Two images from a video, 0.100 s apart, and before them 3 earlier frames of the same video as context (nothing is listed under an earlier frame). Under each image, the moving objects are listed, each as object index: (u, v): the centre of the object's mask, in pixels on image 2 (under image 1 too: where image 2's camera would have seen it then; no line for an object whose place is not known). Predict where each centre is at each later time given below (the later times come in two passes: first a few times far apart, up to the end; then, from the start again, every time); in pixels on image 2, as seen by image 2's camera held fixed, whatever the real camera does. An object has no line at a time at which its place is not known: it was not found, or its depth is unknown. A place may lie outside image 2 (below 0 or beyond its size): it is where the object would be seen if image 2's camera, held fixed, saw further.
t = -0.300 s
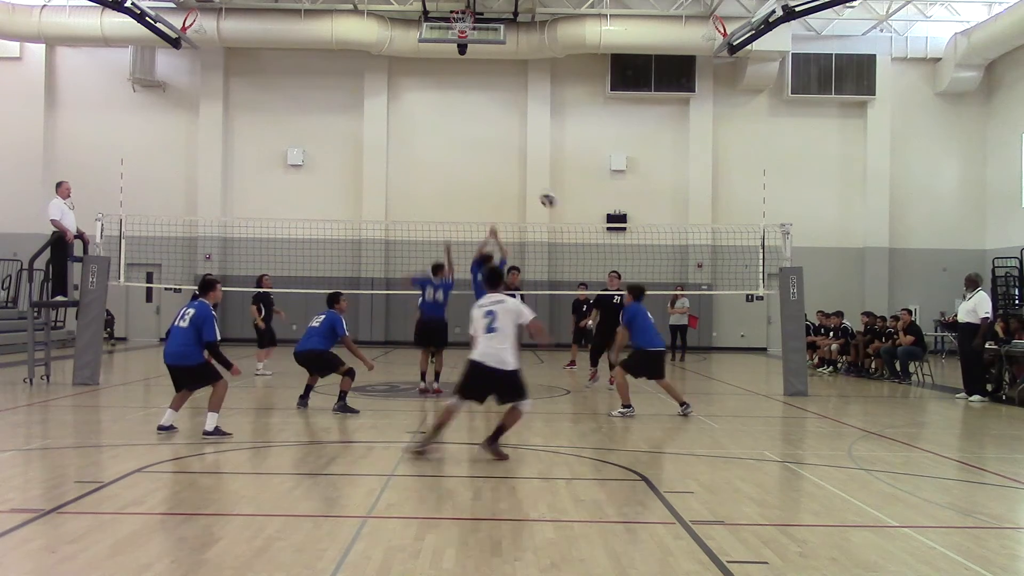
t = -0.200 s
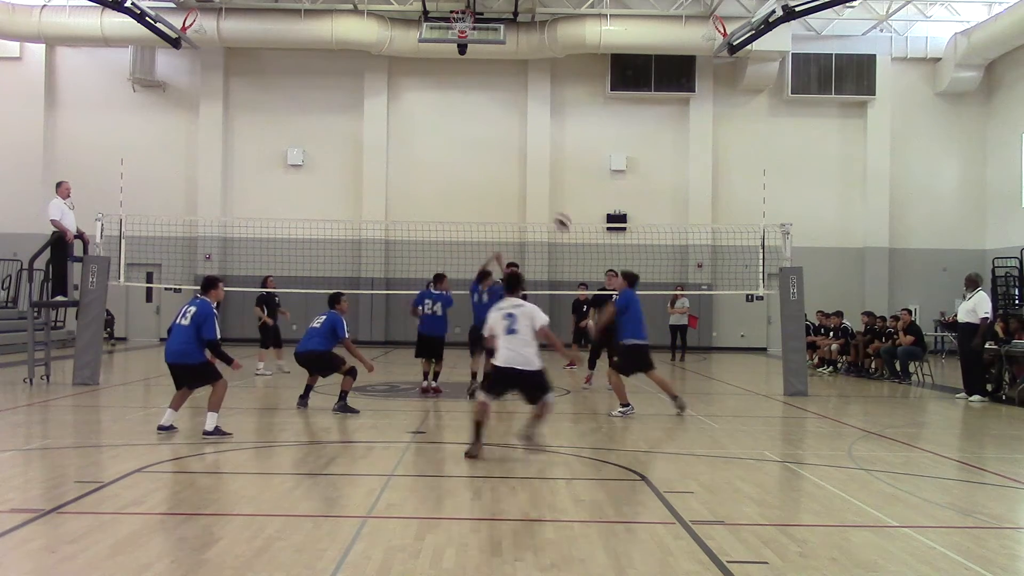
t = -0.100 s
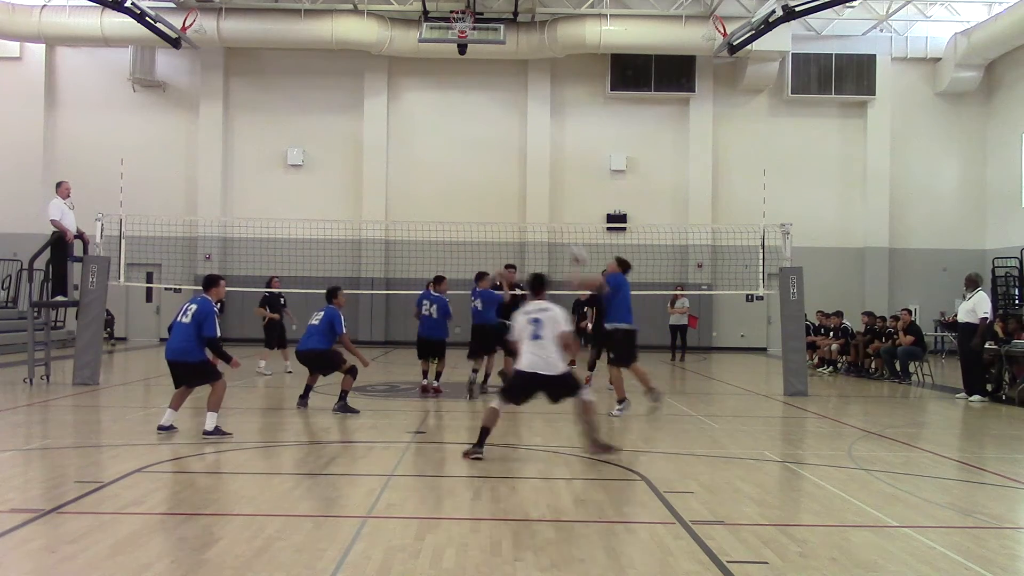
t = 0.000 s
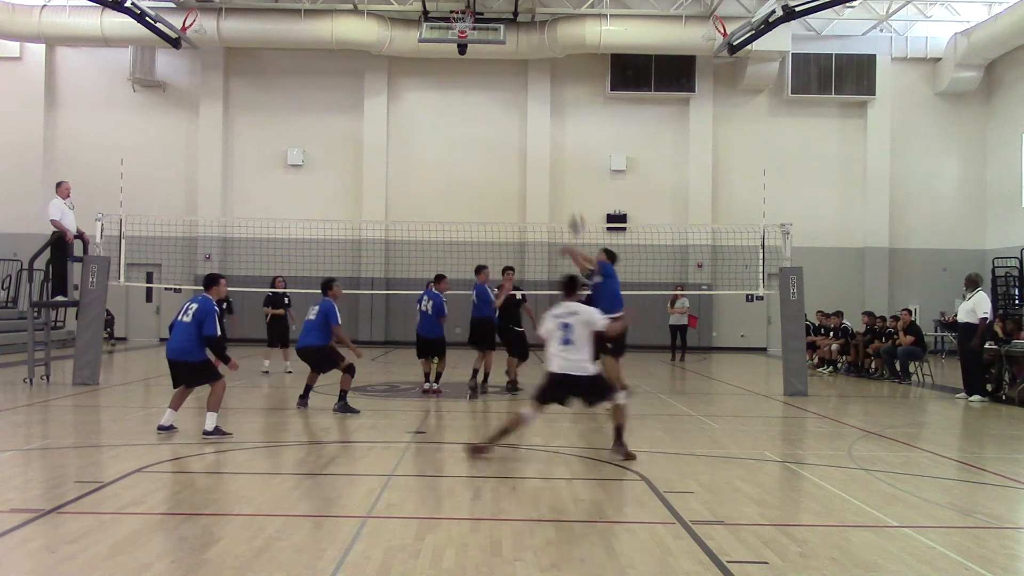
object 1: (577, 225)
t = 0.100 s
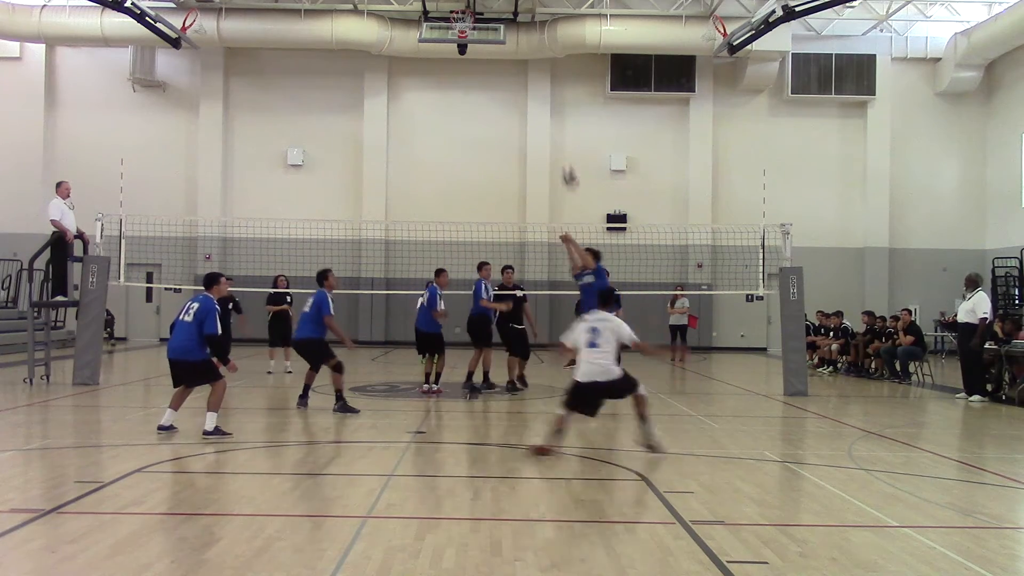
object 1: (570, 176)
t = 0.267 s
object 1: (560, 123)
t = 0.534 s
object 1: (544, 83)
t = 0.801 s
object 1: (529, 102)
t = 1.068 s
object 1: (513, 175)
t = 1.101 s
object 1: (511, 186)
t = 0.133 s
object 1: (567, 162)
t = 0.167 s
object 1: (566, 151)
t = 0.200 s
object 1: (563, 141)
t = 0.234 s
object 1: (562, 131)
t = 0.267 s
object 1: (560, 123)
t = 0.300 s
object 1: (558, 114)
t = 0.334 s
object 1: (555, 107)
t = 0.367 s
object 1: (554, 99)
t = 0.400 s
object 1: (552, 95)
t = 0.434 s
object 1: (550, 90)
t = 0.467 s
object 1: (548, 87)
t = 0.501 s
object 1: (546, 84)
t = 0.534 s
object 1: (544, 83)
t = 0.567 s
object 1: (542, 82)
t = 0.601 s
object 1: (540, 82)
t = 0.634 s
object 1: (538, 83)
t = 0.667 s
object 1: (536, 85)
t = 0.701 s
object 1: (534, 88)
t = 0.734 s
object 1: (532, 92)
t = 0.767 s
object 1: (530, 96)
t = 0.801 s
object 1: (529, 102)
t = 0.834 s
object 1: (527, 108)
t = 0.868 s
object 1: (525, 115)
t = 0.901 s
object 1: (523, 123)
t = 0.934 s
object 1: (521, 131)
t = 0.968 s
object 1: (519, 142)
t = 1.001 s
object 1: (517, 152)
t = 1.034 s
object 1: (515, 163)
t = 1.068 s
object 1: (513, 175)
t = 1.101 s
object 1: (511, 186)
